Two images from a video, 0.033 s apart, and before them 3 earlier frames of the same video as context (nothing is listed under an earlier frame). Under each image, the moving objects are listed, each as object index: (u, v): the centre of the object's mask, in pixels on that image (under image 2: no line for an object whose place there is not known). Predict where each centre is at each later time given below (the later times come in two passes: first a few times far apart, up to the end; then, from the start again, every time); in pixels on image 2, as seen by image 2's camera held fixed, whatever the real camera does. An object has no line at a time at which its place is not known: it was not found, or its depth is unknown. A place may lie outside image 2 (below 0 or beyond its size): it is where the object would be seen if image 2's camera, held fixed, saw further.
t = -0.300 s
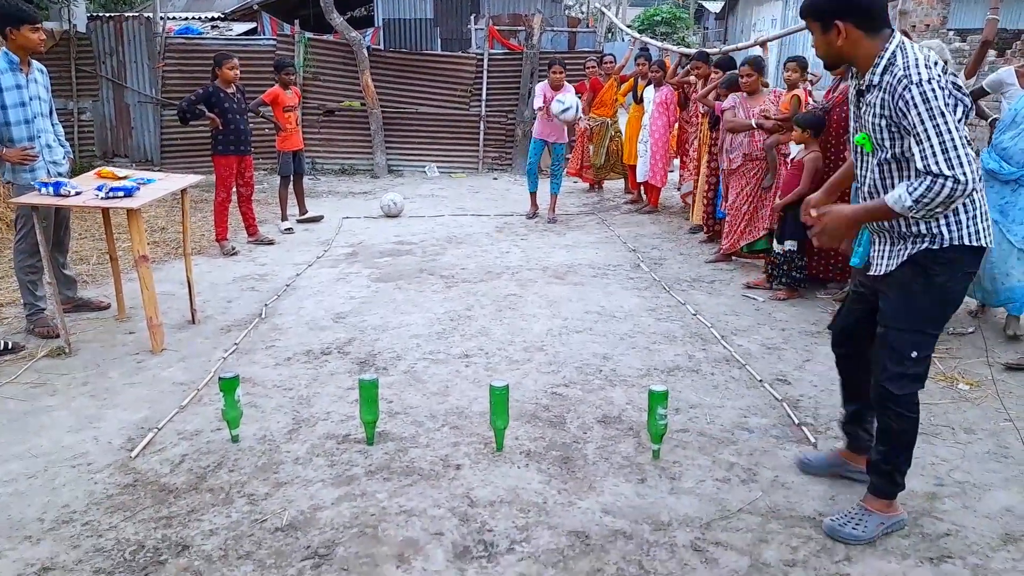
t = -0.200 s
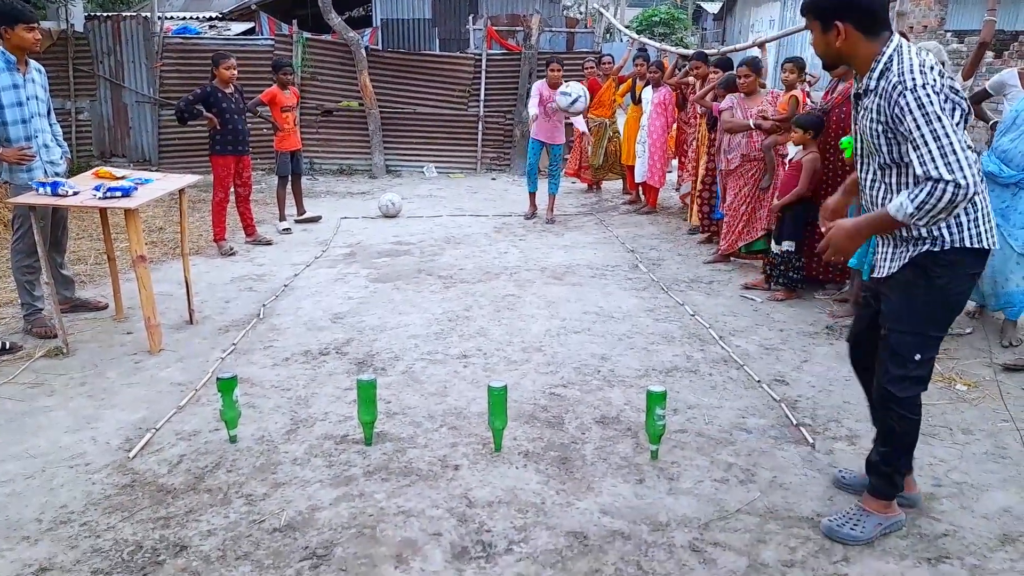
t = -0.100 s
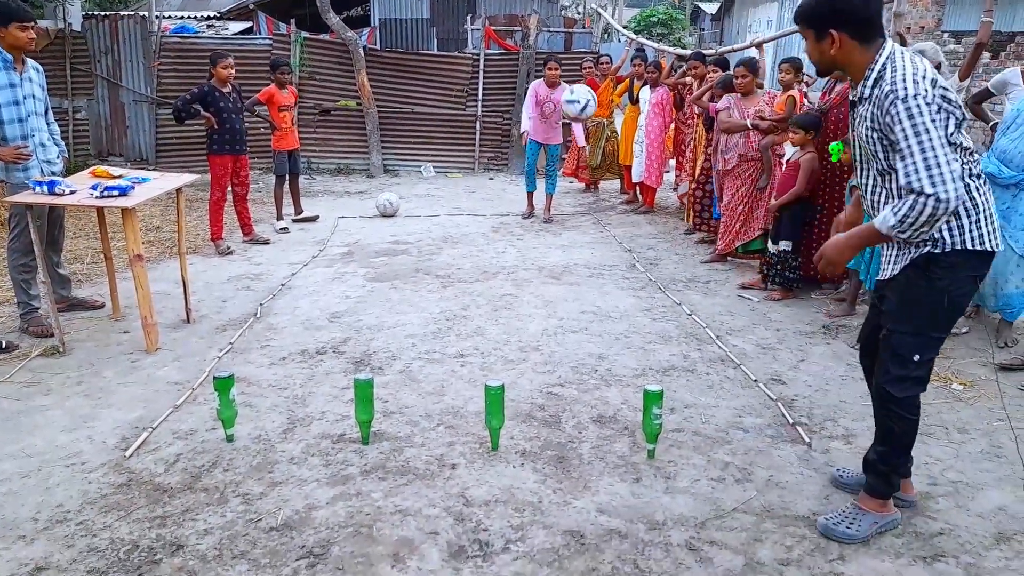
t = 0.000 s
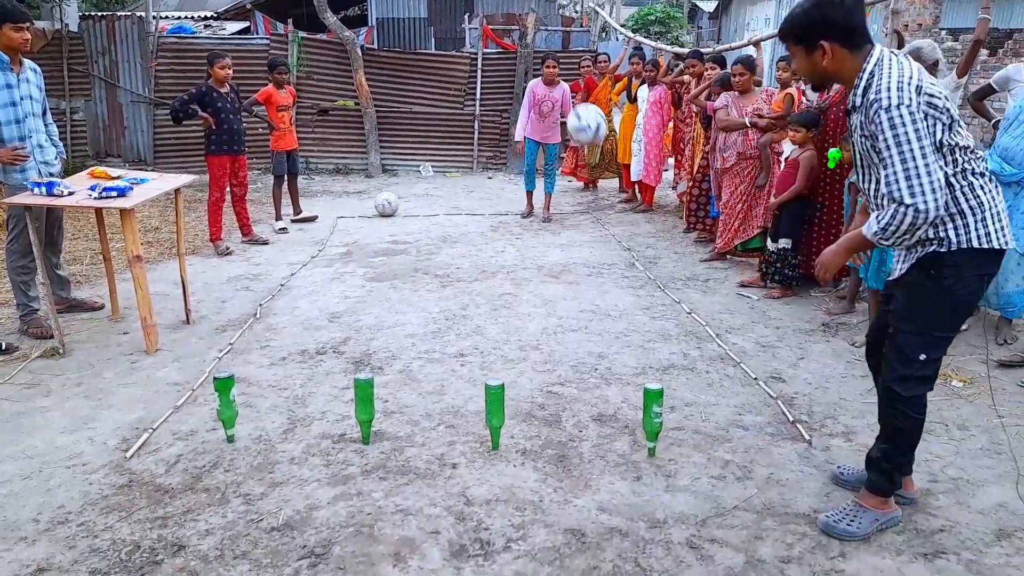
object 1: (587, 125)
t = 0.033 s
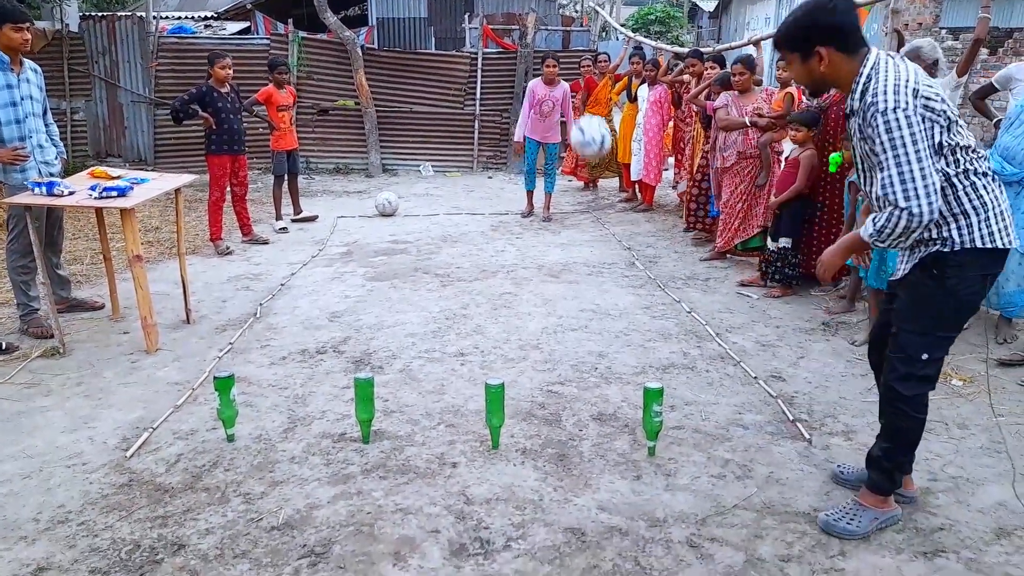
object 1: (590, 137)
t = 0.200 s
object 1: (610, 250)
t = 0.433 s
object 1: (641, 317)
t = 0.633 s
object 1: (674, 267)
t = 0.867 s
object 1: (721, 372)
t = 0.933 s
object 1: (737, 457)
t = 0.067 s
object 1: (594, 154)
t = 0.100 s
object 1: (598, 172)
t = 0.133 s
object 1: (603, 192)
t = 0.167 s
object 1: (606, 221)
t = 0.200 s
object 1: (610, 250)
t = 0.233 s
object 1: (614, 283)
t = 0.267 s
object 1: (619, 321)
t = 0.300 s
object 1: (623, 366)
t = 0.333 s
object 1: (627, 365)
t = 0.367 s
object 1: (631, 349)
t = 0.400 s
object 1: (636, 333)
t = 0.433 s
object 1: (641, 317)
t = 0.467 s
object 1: (645, 304)
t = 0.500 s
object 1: (651, 291)
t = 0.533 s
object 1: (656, 281)
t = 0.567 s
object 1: (662, 273)
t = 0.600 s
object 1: (667, 269)
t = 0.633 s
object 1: (674, 267)
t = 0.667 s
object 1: (680, 270)
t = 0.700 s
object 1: (686, 275)
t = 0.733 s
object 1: (692, 285)
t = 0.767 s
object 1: (699, 299)
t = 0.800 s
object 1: (706, 317)
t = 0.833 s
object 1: (712, 340)
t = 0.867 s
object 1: (721, 372)
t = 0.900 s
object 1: (730, 412)
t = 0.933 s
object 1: (737, 457)
